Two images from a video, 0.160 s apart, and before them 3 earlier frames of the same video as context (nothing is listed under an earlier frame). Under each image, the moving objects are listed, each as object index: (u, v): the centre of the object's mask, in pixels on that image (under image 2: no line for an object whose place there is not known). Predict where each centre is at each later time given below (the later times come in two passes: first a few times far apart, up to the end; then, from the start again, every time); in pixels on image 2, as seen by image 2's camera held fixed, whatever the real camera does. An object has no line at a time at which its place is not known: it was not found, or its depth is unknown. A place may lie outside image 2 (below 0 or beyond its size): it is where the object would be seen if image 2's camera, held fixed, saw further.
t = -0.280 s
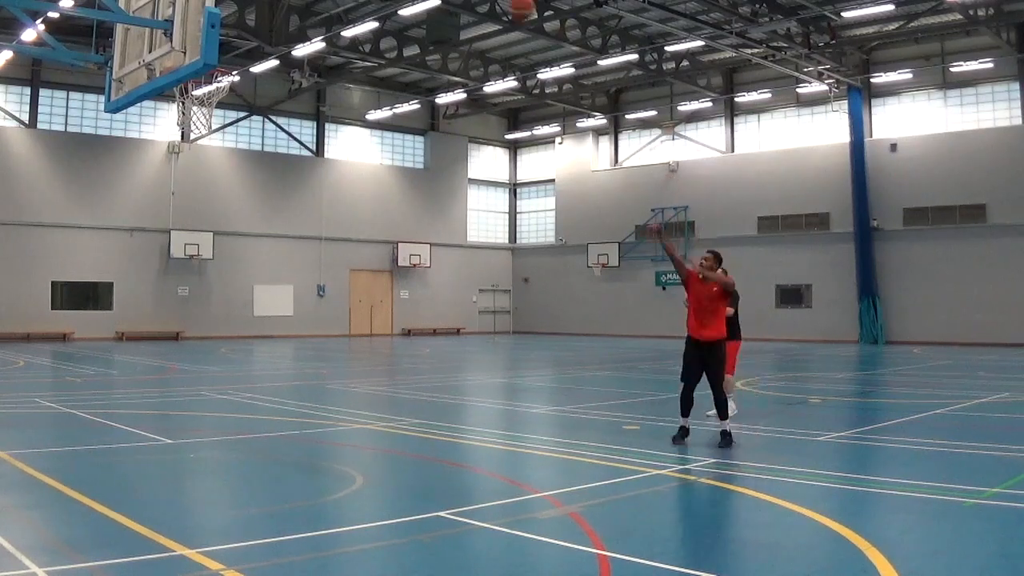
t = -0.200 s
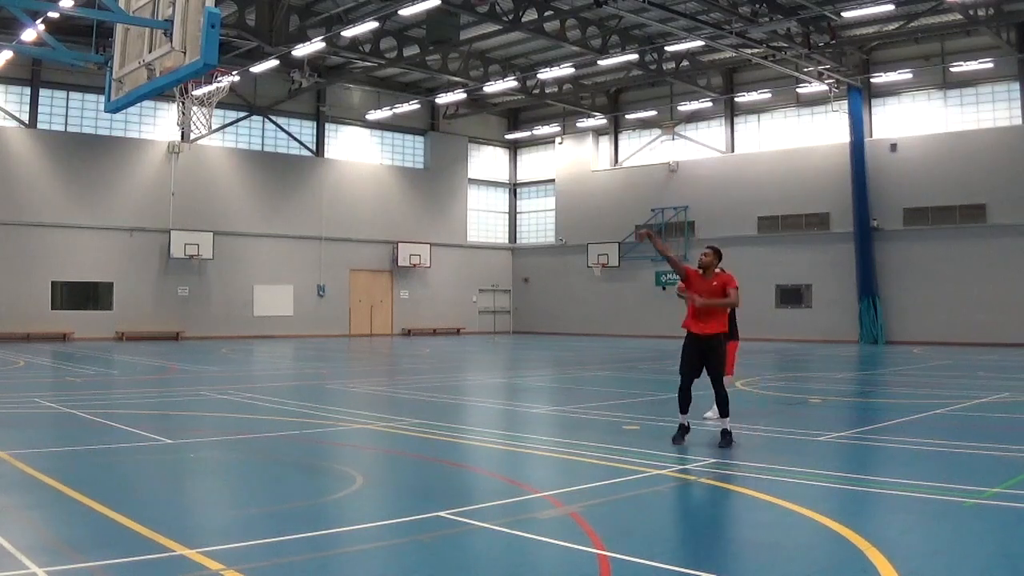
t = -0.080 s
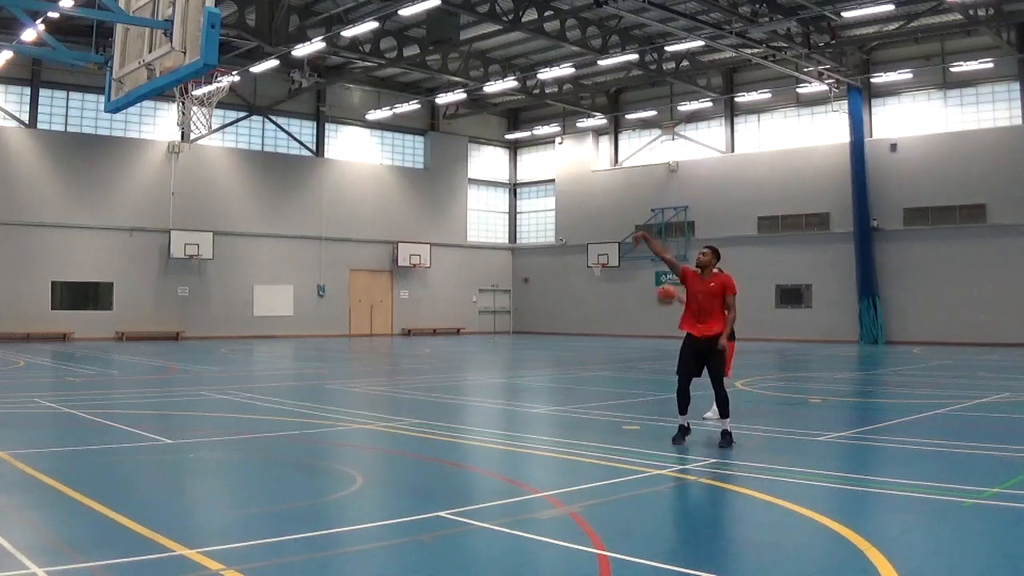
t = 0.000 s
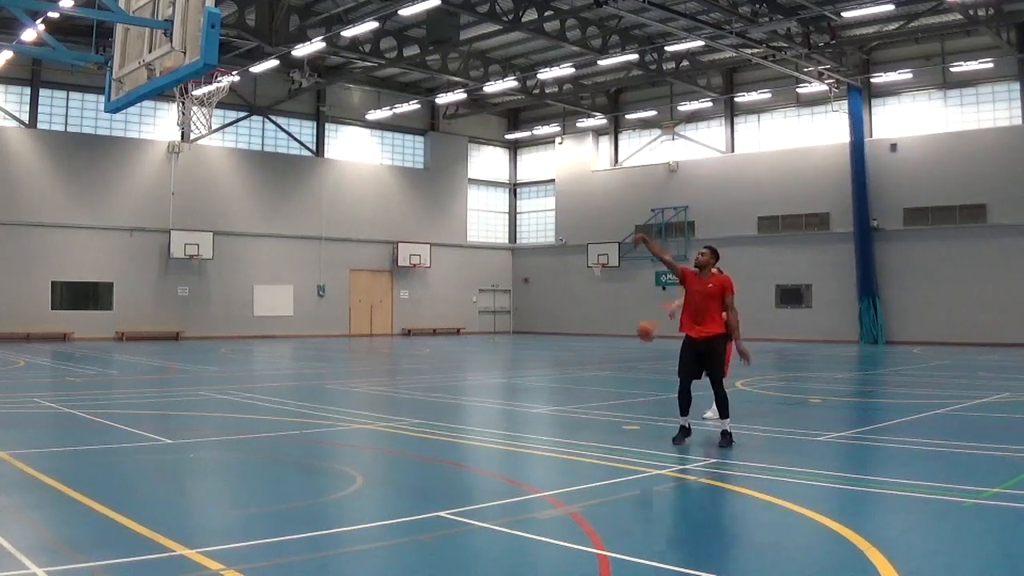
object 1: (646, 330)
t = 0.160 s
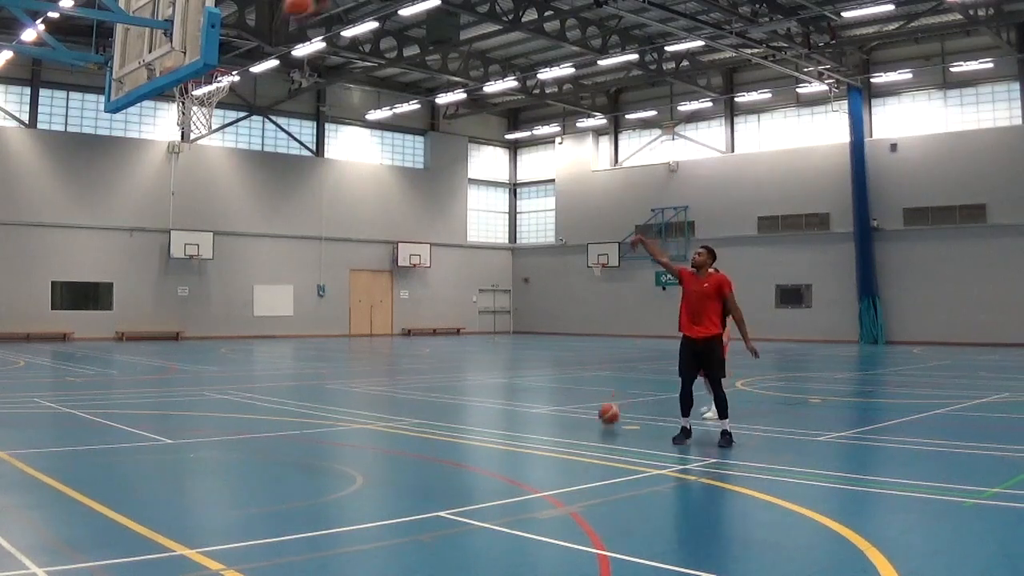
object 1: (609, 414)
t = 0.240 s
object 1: (600, 378)
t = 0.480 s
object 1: (573, 306)
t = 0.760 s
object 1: (538, 285)
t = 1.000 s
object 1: (508, 329)
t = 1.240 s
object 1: (477, 429)
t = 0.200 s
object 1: (604, 396)
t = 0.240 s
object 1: (600, 378)
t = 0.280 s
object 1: (596, 363)
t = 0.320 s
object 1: (591, 349)
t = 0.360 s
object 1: (587, 335)
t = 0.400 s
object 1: (582, 324)
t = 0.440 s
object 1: (577, 314)
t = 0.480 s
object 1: (573, 306)
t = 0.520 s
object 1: (568, 299)
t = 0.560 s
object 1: (563, 293)
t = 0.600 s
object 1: (558, 288)
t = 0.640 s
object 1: (554, 286)
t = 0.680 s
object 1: (548, 284)
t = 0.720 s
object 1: (544, 284)
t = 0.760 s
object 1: (538, 285)
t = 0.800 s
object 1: (533, 288)
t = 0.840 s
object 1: (528, 294)
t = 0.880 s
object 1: (523, 300)
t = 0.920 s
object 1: (519, 308)
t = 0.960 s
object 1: (513, 318)
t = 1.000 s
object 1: (508, 329)
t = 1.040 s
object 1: (503, 341)
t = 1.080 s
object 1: (498, 357)
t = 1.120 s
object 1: (493, 372)
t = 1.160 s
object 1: (487, 390)
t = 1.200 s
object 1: (482, 410)
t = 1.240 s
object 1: (477, 429)
